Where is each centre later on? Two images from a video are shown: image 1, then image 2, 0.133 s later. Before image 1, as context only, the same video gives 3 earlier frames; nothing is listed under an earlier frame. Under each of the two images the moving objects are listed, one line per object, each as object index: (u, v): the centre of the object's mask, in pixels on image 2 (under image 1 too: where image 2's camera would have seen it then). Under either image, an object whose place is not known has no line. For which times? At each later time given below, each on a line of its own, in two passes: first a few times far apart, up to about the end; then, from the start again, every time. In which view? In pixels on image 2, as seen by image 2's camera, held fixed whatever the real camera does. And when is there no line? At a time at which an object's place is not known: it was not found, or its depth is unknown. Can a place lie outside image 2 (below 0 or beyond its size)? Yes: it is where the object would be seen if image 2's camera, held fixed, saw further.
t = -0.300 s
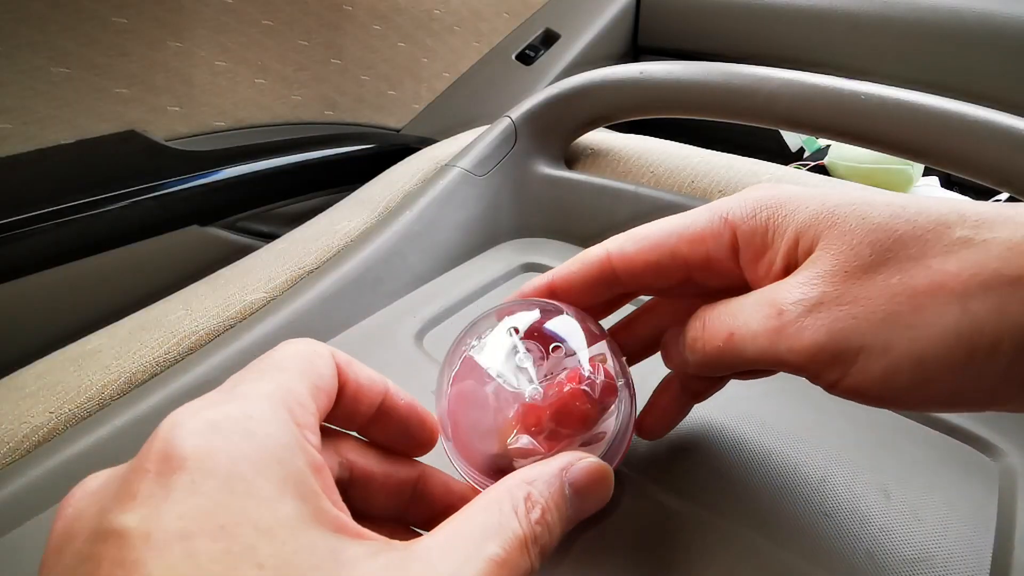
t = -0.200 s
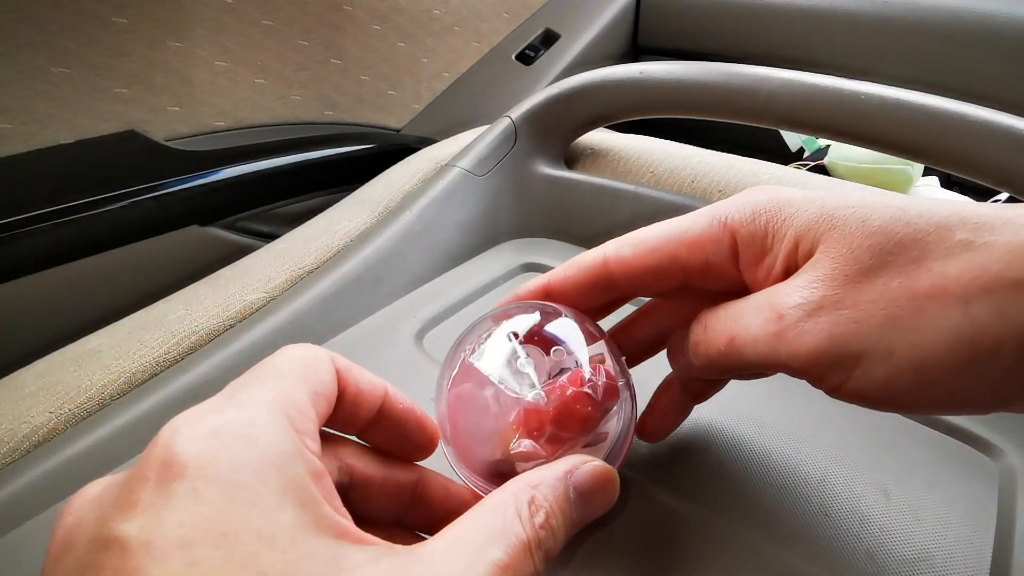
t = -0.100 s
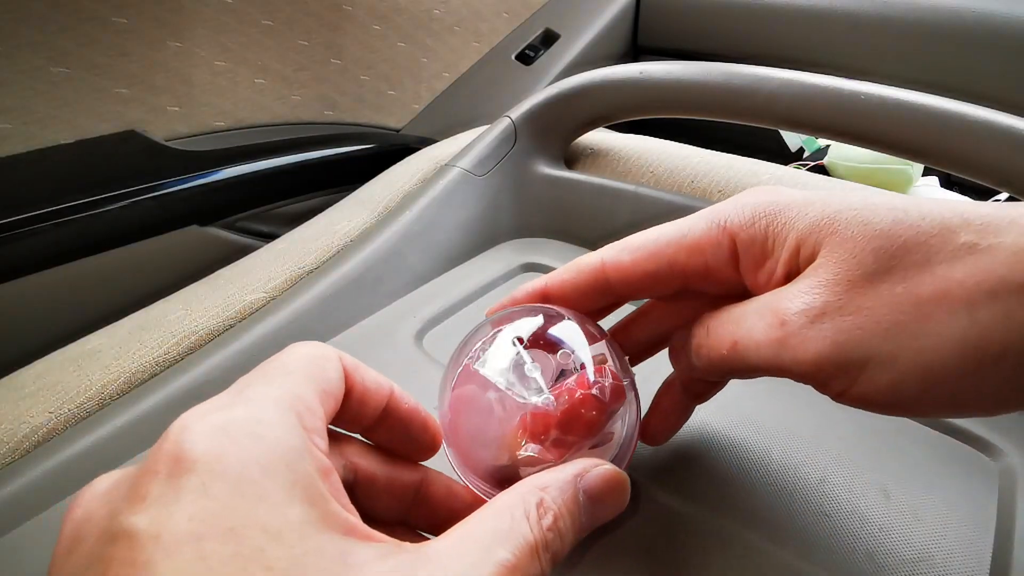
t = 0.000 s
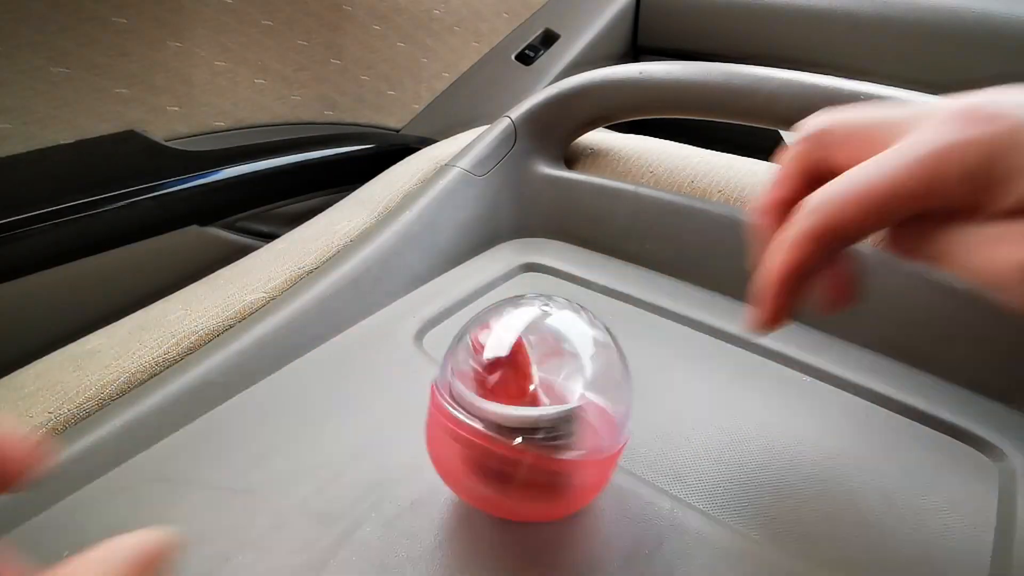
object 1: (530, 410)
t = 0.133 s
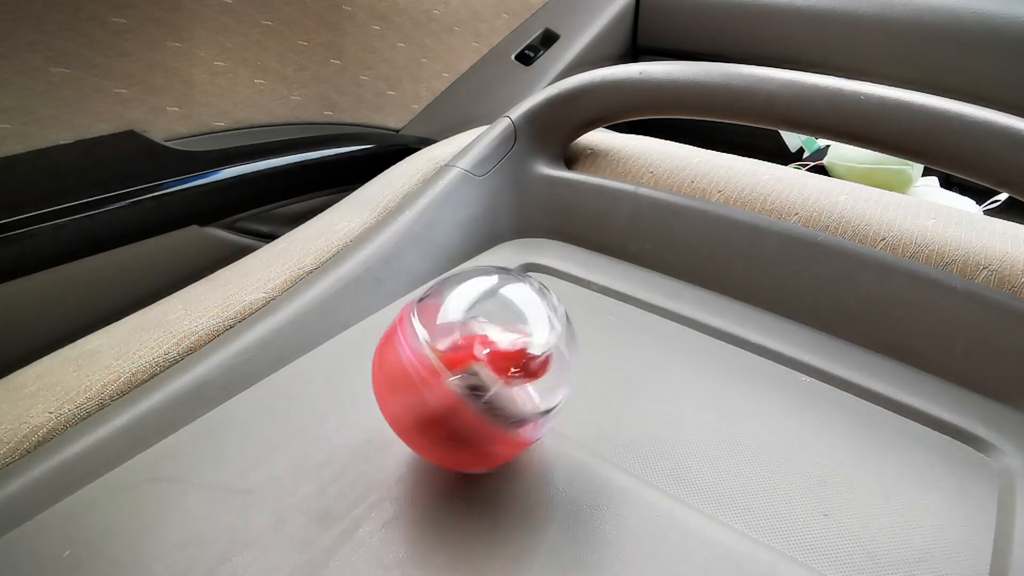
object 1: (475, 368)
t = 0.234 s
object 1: (442, 349)
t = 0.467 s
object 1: (393, 304)
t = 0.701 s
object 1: (352, 274)
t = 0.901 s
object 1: (374, 288)
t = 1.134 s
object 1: (372, 318)
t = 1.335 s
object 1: (324, 357)
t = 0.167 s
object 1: (467, 362)
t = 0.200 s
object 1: (457, 358)
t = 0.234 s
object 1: (442, 349)
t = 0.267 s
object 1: (432, 341)
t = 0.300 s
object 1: (429, 333)
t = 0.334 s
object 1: (422, 327)
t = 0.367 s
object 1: (414, 322)
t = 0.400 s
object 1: (403, 316)
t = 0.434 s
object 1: (396, 311)
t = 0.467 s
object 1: (393, 304)
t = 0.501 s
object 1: (387, 301)
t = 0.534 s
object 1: (381, 294)
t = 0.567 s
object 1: (378, 291)
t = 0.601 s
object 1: (371, 284)
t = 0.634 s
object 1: (368, 282)
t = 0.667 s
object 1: (361, 279)
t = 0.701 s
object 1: (352, 274)
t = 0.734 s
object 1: (351, 271)
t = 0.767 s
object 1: (354, 278)
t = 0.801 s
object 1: (359, 279)
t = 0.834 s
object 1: (365, 282)
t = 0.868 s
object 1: (371, 284)
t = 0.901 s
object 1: (374, 288)
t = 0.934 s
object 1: (373, 292)
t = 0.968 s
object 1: (370, 293)
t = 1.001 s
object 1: (373, 294)
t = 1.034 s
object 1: (375, 299)
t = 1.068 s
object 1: (377, 304)
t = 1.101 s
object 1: (378, 311)
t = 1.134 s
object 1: (372, 318)
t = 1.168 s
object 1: (362, 324)
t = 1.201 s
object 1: (357, 330)
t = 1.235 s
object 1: (352, 333)
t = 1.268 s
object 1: (343, 341)
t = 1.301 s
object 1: (335, 349)
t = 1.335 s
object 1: (324, 357)
